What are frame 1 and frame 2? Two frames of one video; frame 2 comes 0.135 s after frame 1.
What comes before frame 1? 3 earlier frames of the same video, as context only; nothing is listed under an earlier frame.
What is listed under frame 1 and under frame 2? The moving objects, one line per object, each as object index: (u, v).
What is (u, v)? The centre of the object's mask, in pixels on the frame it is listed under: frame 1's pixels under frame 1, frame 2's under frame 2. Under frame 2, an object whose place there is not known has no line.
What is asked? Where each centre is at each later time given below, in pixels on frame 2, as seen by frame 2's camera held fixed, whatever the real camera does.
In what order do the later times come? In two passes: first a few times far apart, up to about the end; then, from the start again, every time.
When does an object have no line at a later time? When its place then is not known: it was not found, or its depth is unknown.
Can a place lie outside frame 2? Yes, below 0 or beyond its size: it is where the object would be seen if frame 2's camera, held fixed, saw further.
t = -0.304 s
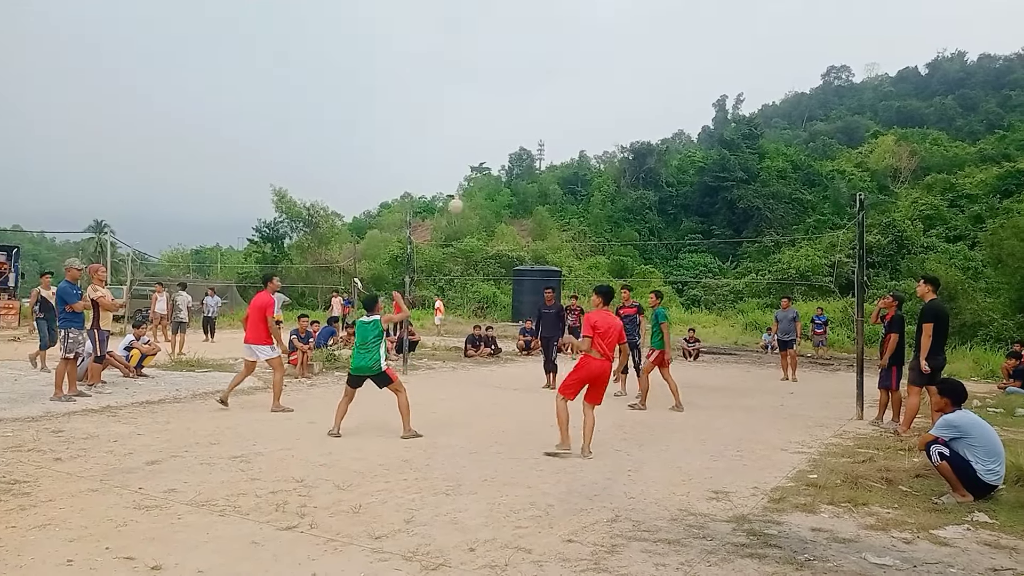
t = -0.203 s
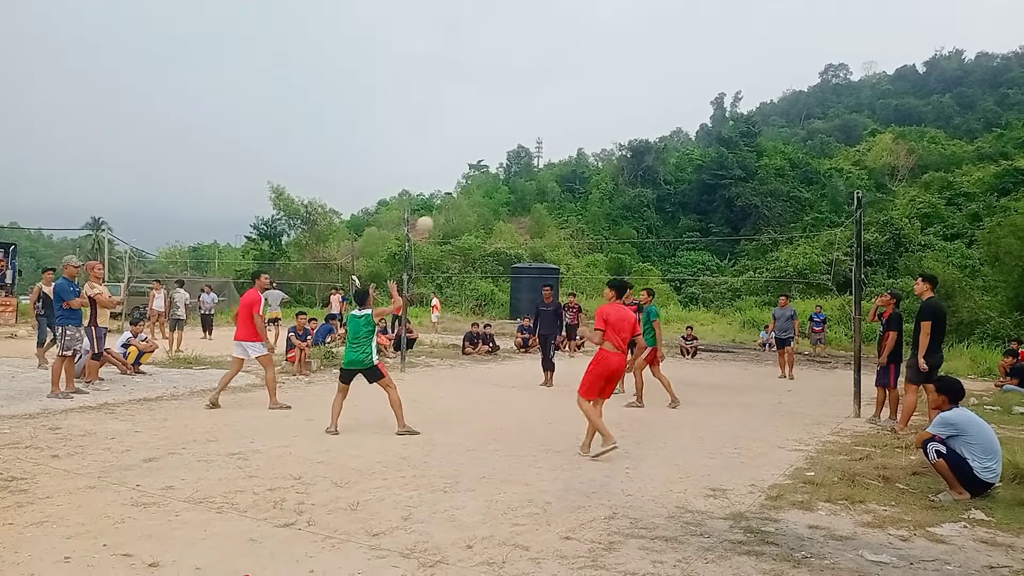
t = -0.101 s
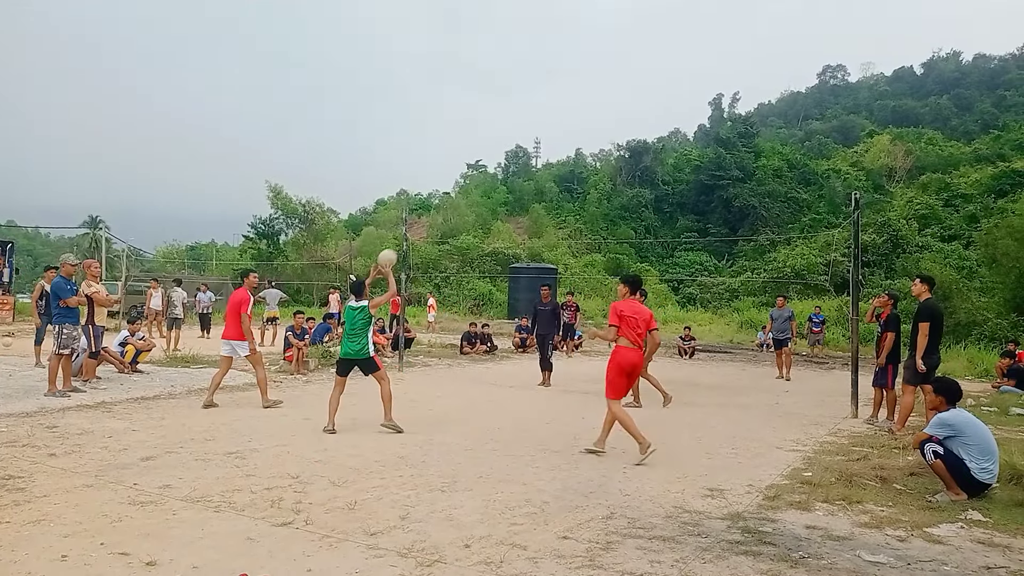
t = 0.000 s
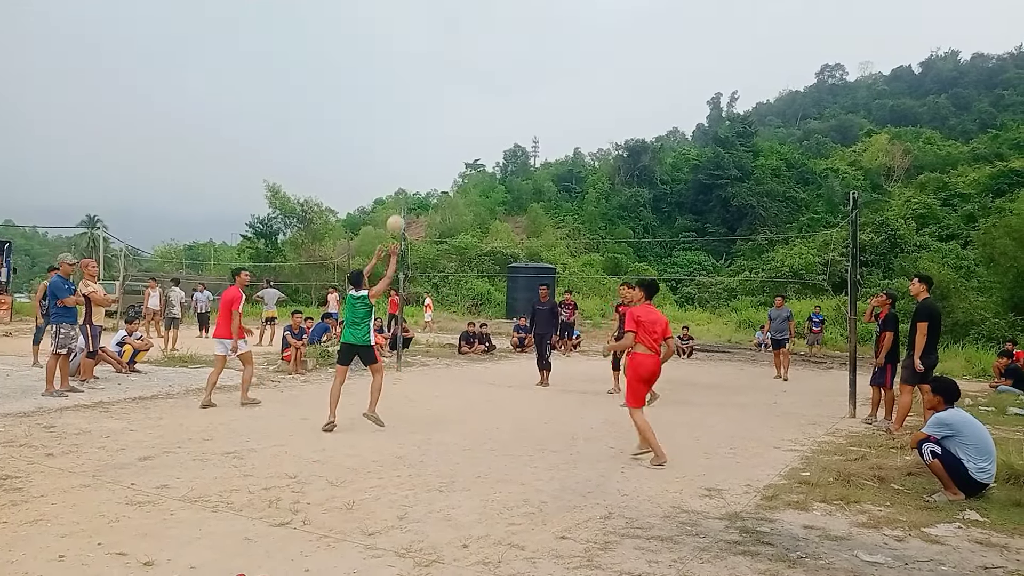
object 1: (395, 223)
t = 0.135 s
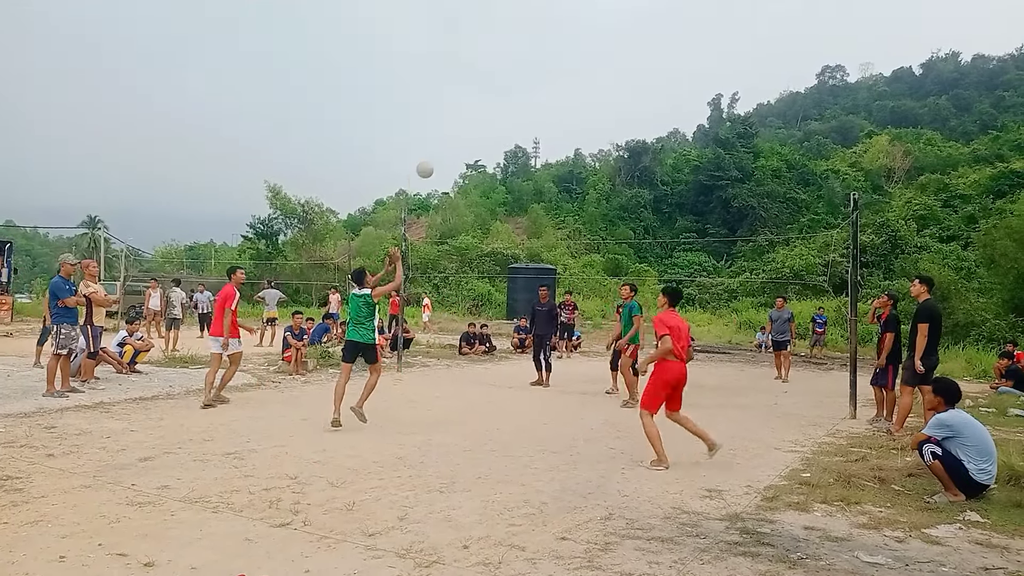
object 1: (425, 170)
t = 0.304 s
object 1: (457, 127)
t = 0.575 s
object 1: (502, 108)
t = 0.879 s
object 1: (545, 151)
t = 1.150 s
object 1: (576, 236)
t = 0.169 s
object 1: (431, 159)
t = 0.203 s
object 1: (438, 149)
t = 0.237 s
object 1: (444, 141)
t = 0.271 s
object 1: (451, 133)
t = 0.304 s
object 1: (457, 127)
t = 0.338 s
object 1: (462, 121)
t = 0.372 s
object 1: (468, 117)
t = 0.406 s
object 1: (474, 113)
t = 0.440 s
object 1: (480, 110)
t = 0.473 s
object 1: (486, 109)
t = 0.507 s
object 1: (491, 108)
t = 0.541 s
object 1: (497, 108)
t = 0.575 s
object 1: (502, 108)
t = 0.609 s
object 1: (507, 110)
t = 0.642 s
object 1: (512, 112)
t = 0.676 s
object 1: (517, 116)
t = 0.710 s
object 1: (522, 119)
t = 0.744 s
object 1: (527, 124)
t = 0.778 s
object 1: (531, 130)
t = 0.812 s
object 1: (536, 136)
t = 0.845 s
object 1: (540, 143)
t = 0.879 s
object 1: (545, 151)
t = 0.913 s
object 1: (549, 159)
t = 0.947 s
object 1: (553, 167)
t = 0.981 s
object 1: (557, 178)
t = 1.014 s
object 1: (561, 188)
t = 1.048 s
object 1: (565, 199)
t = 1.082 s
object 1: (569, 211)
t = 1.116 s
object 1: (573, 223)
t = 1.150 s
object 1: (576, 236)
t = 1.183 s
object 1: (580, 249)
